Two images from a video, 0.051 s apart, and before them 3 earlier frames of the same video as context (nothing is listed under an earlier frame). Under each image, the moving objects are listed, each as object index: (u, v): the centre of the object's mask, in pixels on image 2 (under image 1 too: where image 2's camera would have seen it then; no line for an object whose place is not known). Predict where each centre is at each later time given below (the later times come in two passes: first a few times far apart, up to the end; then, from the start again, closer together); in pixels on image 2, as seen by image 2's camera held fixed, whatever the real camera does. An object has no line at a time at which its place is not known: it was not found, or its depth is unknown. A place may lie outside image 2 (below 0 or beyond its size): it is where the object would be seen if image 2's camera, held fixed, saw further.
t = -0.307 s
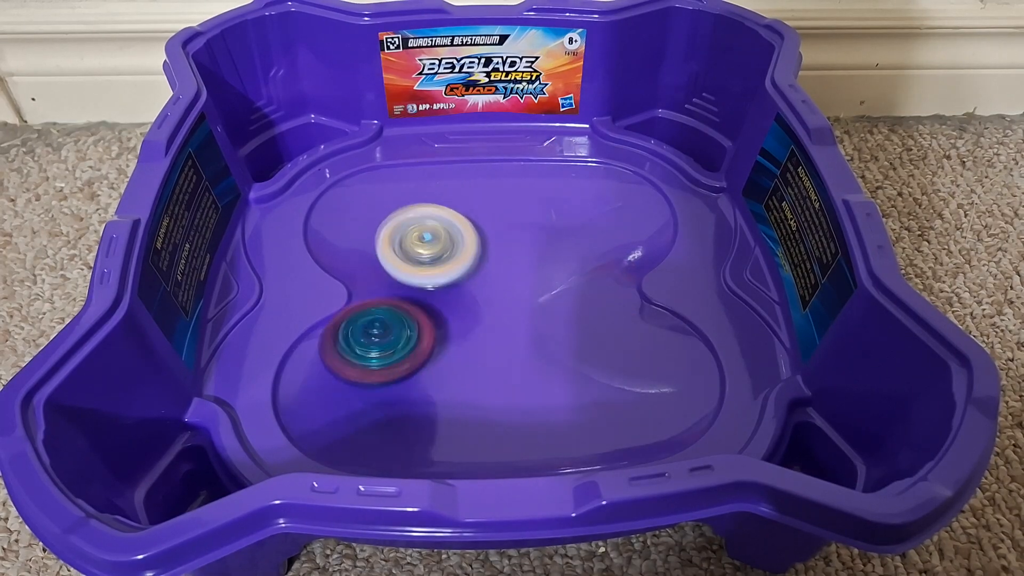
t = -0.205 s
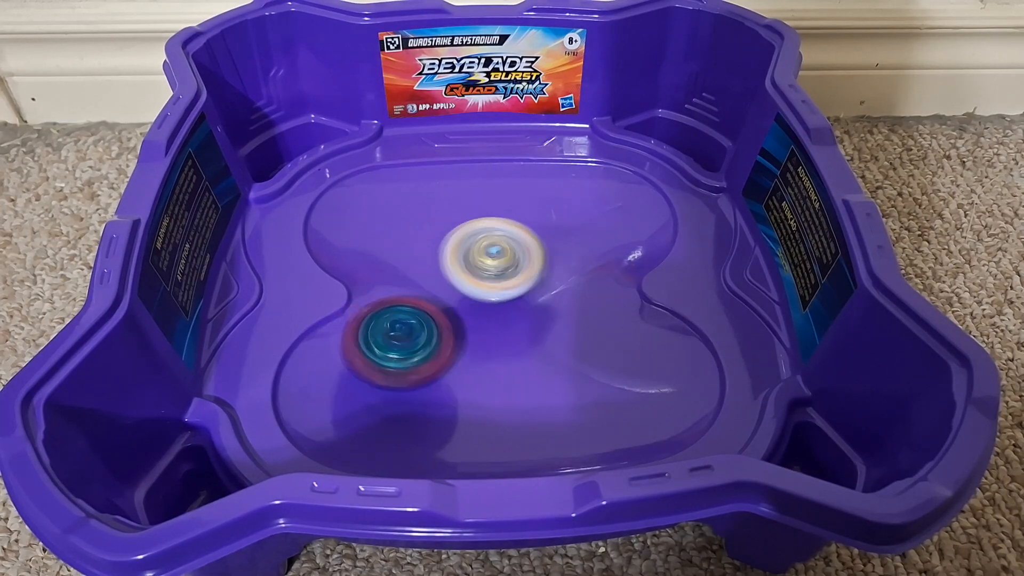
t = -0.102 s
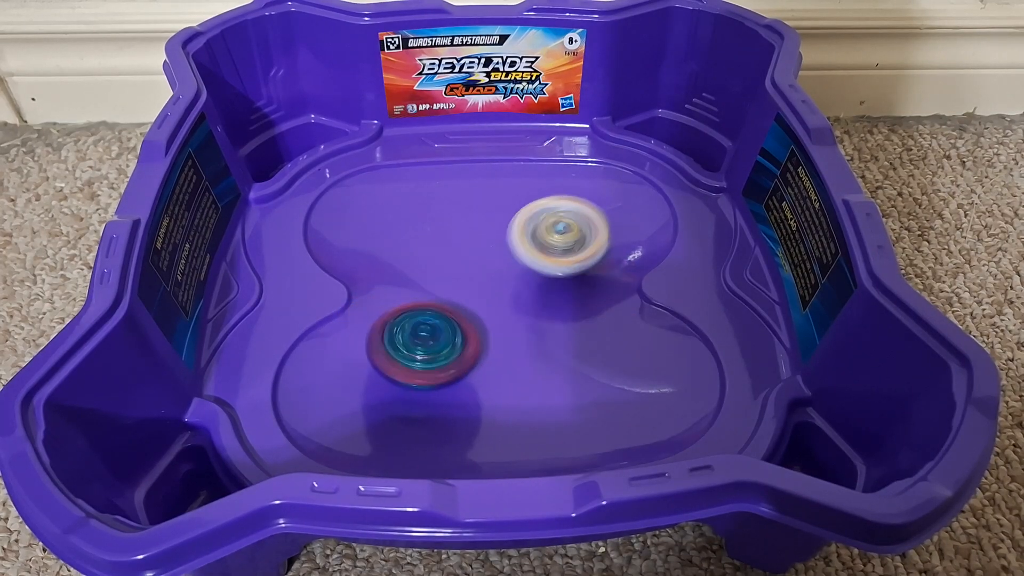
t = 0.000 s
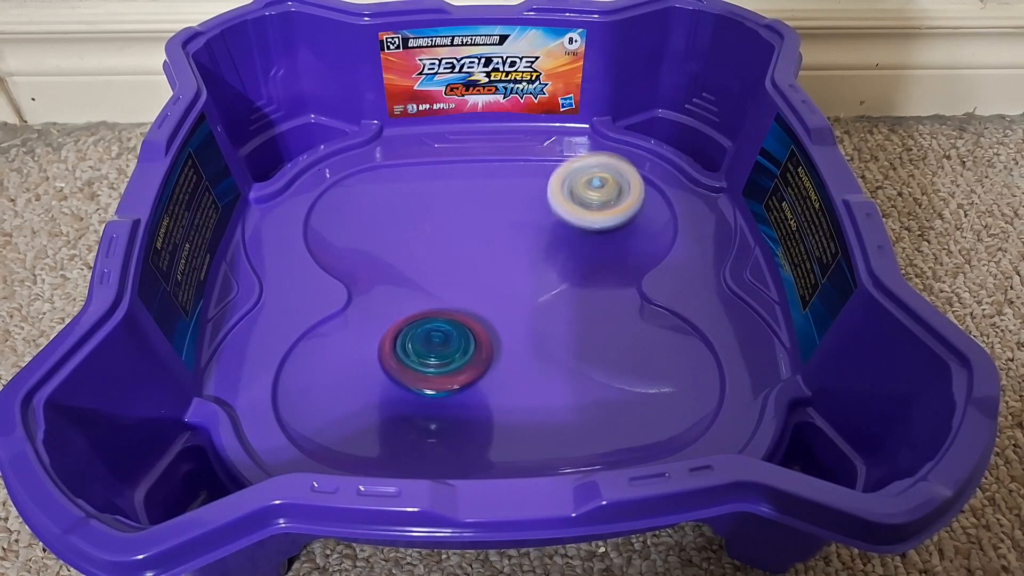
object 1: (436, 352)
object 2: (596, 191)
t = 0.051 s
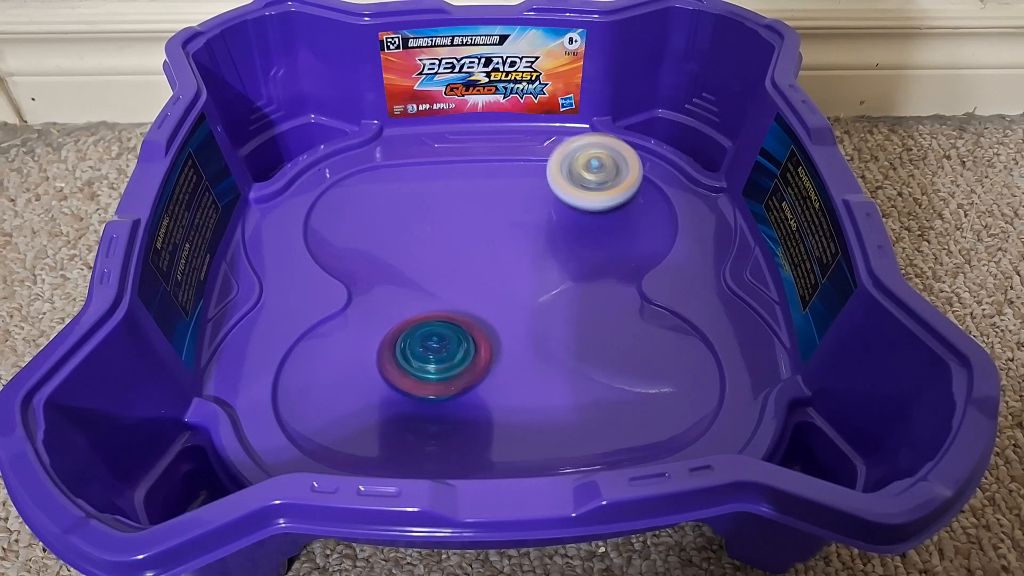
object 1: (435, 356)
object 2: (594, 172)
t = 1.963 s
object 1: (480, 333)
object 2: (482, 214)
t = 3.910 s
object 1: (438, 315)
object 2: (546, 253)
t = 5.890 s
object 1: (475, 319)
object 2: (524, 232)
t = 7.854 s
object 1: (452, 328)
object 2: (504, 250)
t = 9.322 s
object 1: (549, 321)
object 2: (461, 274)
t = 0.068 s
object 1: (436, 356)
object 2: (591, 168)
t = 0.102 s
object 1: (436, 356)
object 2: (582, 164)
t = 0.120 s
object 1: (435, 356)
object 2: (575, 163)
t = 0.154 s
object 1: (435, 354)
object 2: (558, 167)
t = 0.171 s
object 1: (436, 353)
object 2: (549, 170)
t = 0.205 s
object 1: (436, 350)
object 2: (531, 182)
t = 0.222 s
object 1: (437, 348)
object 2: (523, 189)
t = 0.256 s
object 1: (440, 344)
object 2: (511, 204)
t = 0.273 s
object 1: (444, 340)
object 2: (507, 213)
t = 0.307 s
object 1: (451, 334)
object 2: (501, 230)
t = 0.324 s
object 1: (454, 332)
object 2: (500, 238)
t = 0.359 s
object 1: (464, 331)
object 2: (502, 252)
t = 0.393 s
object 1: (467, 342)
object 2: (512, 254)
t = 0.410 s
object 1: (469, 346)
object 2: (518, 255)
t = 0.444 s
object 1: (470, 356)
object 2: (532, 255)
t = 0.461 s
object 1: (468, 360)
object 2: (541, 254)
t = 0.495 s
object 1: (466, 368)
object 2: (554, 249)
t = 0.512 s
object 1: (465, 371)
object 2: (560, 246)
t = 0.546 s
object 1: (459, 376)
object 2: (571, 236)
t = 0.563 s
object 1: (455, 378)
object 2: (575, 230)
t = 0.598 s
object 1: (448, 379)
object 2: (582, 217)
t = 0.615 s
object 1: (445, 378)
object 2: (583, 211)
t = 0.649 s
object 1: (439, 376)
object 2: (582, 201)
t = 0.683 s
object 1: (432, 373)
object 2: (576, 195)
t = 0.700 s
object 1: (431, 371)
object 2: (570, 194)
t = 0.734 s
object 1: (429, 364)
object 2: (559, 195)
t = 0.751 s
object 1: (429, 360)
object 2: (552, 196)
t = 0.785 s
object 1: (430, 351)
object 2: (536, 204)
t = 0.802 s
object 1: (430, 347)
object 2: (529, 209)
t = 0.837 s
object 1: (437, 337)
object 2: (516, 221)
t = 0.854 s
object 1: (442, 332)
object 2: (510, 228)
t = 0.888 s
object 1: (452, 322)
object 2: (504, 242)
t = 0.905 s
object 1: (455, 321)
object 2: (503, 247)
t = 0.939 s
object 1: (459, 325)
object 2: (509, 248)
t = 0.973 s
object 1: (465, 327)
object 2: (514, 247)
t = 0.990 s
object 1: (467, 326)
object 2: (519, 245)
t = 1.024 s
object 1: (472, 326)
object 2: (525, 243)
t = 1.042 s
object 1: (474, 325)
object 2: (529, 242)
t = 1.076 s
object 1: (480, 324)
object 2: (535, 239)
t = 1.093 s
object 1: (484, 323)
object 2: (538, 237)
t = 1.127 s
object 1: (491, 321)
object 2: (544, 235)
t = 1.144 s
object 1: (495, 320)
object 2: (548, 232)
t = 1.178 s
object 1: (503, 318)
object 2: (551, 229)
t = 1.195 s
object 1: (506, 315)
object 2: (554, 228)
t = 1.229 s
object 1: (515, 313)
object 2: (556, 226)
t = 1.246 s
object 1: (519, 312)
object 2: (557, 224)
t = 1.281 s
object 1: (528, 309)
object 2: (558, 223)
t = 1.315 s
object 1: (538, 308)
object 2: (558, 222)
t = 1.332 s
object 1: (543, 309)
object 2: (558, 221)
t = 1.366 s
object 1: (552, 310)
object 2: (557, 222)
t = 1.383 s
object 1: (558, 312)
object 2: (556, 222)
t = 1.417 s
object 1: (566, 318)
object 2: (554, 223)
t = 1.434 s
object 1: (570, 320)
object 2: (552, 225)
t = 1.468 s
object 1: (577, 329)
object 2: (550, 227)
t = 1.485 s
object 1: (578, 332)
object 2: (548, 230)
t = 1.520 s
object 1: (578, 339)
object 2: (546, 233)
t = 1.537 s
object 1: (575, 342)
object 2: (545, 235)
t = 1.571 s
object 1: (570, 344)
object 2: (543, 238)
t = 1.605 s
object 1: (561, 344)
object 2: (541, 243)
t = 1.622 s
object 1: (555, 343)
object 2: (541, 245)
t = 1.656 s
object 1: (543, 338)
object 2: (539, 249)
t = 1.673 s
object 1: (539, 336)
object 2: (537, 251)
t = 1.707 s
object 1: (529, 335)
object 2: (535, 250)
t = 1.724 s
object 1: (519, 334)
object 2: (532, 246)
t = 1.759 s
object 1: (511, 331)
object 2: (527, 243)
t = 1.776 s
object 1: (507, 330)
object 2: (524, 242)
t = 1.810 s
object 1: (501, 326)
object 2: (517, 242)
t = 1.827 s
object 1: (499, 325)
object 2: (514, 242)
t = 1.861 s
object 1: (494, 324)
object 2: (508, 242)
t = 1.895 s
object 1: (489, 327)
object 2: (502, 232)
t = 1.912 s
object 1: (488, 329)
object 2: (498, 227)
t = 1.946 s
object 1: (482, 331)
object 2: (488, 218)
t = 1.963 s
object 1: (480, 333)
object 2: (482, 214)
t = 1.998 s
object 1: (474, 334)
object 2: (468, 207)
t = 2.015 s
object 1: (473, 333)
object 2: (462, 205)
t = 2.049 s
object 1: (466, 333)
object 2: (445, 203)
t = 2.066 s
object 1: (464, 333)
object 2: (437, 204)
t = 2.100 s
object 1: (458, 331)
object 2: (422, 206)
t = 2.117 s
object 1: (455, 330)
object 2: (414, 209)
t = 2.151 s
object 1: (453, 327)
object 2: (402, 216)
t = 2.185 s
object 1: (450, 323)
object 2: (397, 224)
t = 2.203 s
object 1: (451, 320)
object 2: (396, 228)
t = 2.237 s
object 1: (452, 313)
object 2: (401, 238)
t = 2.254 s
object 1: (455, 312)
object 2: (406, 242)
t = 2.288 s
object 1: (474, 329)
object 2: (407, 234)
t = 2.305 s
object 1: (484, 336)
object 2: (405, 227)
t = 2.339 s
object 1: (499, 349)
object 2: (401, 215)
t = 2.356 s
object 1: (506, 354)
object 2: (398, 209)
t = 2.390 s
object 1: (515, 364)
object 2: (392, 198)
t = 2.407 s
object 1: (518, 367)
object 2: (388, 192)
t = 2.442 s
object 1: (524, 373)
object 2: (380, 182)
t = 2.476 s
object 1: (529, 378)
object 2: (372, 174)
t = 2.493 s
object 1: (533, 381)
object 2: (367, 171)
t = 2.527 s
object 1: (537, 384)
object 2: (358, 168)
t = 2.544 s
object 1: (539, 387)
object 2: (354, 168)
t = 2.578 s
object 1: (541, 387)
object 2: (348, 174)
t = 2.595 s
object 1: (544, 388)
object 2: (346, 180)
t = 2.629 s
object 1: (544, 385)
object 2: (349, 195)
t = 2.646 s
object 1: (545, 384)
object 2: (352, 201)
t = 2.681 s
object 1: (546, 379)
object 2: (367, 214)
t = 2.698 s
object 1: (548, 376)
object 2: (375, 218)
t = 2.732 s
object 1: (549, 369)
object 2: (396, 228)
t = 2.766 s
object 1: (553, 360)
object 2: (419, 233)
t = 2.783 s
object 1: (554, 355)
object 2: (429, 236)
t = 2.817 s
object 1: (559, 346)
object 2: (451, 238)
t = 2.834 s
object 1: (559, 342)
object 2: (461, 239)
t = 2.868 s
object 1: (563, 333)
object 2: (482, 239)
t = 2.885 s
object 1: (564, 329)
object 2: (493, 239)
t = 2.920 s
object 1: (569, 323)
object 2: (514, 241)
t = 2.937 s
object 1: (570, 319)
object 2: (525, 242)
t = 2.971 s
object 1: (578, 318)
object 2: (545, 240)
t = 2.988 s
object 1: (582, 322)
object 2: (553, 237)
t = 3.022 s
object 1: (591, 330)
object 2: (571, 230)
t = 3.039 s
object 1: (594, 333)
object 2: (579, 227)
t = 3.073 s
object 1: (598, 342)
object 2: (596, 220)
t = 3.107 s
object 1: (596, 349)
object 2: (612, 212)
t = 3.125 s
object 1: (595, 351)
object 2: (619, 208)
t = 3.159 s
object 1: (586, 354)
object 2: (632, 199)
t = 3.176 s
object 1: (583, 354)
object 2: (638, 195)
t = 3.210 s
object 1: (571, 352)
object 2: (644, 183)
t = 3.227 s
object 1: (566, 352)
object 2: (644, 179)
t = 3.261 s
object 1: (554, 347)
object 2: (638, 170)
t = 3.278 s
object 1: (549, 345)
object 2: (632, 168)
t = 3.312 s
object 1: (540, 339)
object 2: (614, 165)
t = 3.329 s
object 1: (535, 337)
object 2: (605, 167)
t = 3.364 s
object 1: (527, 329)
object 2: (586, 173)
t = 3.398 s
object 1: (521, 323)
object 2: (570, 184)
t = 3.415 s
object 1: (517, 318)
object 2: (563, 190)
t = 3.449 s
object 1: (511, 312)
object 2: (551, 205)
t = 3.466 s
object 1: (509, 308)
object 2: (546, 211)
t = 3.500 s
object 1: (504, 301)
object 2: (537, 225)
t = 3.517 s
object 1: (499, 303)
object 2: (537, 227)
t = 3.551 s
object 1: (485, 314)
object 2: (534, 226)
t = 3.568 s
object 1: (480, 316)
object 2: (533, 227)
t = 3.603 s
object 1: (468, 321)
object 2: (530, 229)
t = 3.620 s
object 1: (464, 323)
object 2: (529, 230)
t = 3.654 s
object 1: (453, 323)
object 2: (526, 233)
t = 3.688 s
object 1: (443, 323)
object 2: (523, 237)
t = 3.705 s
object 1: (438, 322)
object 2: (523, 241)
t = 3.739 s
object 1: (431, 320)
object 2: (521, 245)
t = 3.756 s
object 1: (427, 317)
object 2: (521, 247)
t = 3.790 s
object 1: (429, 314)
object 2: (520, 252)
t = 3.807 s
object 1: (431, 311)
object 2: (522, 256)
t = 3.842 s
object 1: (438, 308)
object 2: (521, 260)
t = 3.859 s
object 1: (439, 307)
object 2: (527, 260)
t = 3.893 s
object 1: (436, 313)
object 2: (539, 257)
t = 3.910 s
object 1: (438, 315)
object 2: (546, 253)
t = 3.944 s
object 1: (441, 321)
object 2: (560, 246)
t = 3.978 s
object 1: (444, 327)
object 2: (571, 237)
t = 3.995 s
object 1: (445, 330)
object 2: (576, 232)
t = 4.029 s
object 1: (449, 337)
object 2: (585, 222)
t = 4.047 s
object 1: (449, 340)
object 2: (589, 216)
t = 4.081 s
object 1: (450, 346)
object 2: (593, 206)
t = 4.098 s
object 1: (451, 349)
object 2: (593, 201)
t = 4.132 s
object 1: (450, 355)
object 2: (588, 193)
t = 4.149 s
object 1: (452, 358)
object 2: (584, 191)
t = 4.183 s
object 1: (451, 361)
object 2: (572, 190)
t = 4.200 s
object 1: (451, 363)
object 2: (565, 192)
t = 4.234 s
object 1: (451, 364)
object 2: (553, 197)
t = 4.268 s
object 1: (451, 365)
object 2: (544, 204)
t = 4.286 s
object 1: (451, 364)
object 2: (539, 209)
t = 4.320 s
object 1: (450, 362)
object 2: (533, 219)
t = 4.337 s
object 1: (451, 361)
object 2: (532, 226)
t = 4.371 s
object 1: (451, 357)
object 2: (530, 239)
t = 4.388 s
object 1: (452, 356)
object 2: (531, 244)
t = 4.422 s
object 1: (454, 350)
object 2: (535, 256)
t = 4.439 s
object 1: (455, 348)
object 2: (537, 261)
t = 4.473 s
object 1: (458, 341)
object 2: (542, 268)
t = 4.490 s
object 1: (460, 338)
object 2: (544, 271)
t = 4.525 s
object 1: (463, 333)
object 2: (547, 276)
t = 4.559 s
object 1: (459, 331)
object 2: (552, 273)
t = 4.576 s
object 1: (456, 330)
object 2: (556, 272)
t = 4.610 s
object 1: (453, 326)
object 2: (559, 268)
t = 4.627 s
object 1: (452, 324)
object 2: (559, 266)
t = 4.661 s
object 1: (452, 319)
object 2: (560, 262)
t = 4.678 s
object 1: (450, 317)
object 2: (558, 260)
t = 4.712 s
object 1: (451, 313)
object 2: (556, 256)
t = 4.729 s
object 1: (452, 309)
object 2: (555, 253)
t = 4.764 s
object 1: (453, 304)
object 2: (551, 248)
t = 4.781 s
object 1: (454, 302)
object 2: (547, 247)
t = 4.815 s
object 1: (460, 296)
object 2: (539, 244)
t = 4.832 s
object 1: (460, 296)
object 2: (537, 242)
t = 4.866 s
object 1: (461, 296)
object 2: (534, 237)
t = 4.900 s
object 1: (463, 296)
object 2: (531, 235)
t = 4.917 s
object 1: (465, 296)
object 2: (528, 233)
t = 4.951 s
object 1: (465, 299)
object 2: (525, 229)
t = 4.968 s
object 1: (464, 302)
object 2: (524, 225)
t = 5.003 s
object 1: (463, 306)
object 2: (521, 218)
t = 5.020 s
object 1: (462, 308)
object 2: (520, 216)
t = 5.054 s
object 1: (461, 313)
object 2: (516, 213)
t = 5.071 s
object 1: (460, 316)
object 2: (513, 212)
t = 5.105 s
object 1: (458, 321)
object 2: (510, 211)
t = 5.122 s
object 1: (458, 322)
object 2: (508, 210)
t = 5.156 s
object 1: (456, 327)
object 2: (504, 211)
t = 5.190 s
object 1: (455, 330)
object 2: (502, 213)
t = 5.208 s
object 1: (453, 333)
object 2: (499, 214)
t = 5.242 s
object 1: (449, 337)
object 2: (497, 218)
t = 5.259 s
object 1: (448, 337)
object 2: (495, 219)
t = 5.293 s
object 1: (444, 340)
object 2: (492, 224)
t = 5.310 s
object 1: (444, 340)
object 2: (491, 231)
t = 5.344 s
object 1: (441, 340)
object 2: (490, 236)
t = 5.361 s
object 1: (439, 341)
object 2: (490, 241)
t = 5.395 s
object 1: (438, 339)
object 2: (490, 248)
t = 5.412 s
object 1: (437, 338)
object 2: (492, 252)
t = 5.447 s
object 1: (440, 336)
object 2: (495, 261)
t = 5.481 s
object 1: (436, 337)
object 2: (504, 267)
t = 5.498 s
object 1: (437, 337)
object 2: (510, 269)
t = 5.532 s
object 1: (435, 336)
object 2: (521, 271)
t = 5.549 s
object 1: (434, 335)
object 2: (526, 270)
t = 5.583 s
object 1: (437, 333)
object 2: (536, 268)
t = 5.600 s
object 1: (437, 332)
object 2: (542, 266)
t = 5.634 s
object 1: (438, 332)
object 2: (550, 259)
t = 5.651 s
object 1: (440, 330)
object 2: (553, 256)
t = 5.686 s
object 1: (444, 328)
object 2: (559, 247)
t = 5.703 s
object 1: (446, 327)
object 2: (561, 242)
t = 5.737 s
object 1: (451, 325)
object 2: (560, 235)
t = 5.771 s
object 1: (456, 324)
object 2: (555, 230)
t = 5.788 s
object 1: (460, 323)
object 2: (551, 228)
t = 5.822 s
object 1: (463, 321)
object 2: (542, 227)
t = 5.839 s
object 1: (467, 321)
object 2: (538, 228)
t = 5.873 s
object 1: (472, 319)
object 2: (530, 230)
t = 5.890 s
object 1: (475, 319)
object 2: (524, 232)
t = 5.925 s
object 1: (482, 317)
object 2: (517, 236)
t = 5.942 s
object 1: (483, 316)
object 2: (513, 238)
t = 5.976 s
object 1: (487, 319)
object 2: (508, 239)
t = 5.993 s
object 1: (490, 321)
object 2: (507, 238)
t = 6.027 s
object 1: (494, 326)
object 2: (504, 235)
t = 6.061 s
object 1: (499, 330)
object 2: (499, 233)
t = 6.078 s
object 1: (500, 331)
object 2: (498, 232)
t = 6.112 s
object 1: (502, 333)
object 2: (494, 231)
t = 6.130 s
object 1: (504, 334)
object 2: (493, 231)
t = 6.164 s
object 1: (505, 336)
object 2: (489, 231)
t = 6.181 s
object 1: (506, 336)
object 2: (488, 231)
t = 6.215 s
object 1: (509, 336)
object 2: (484, 232)
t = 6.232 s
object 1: (509, 336)
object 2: (483, 233)
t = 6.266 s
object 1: (510, 336)
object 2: (480, 235)
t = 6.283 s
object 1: (513, 336)
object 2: (479, 236)
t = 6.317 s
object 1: (513, 334)
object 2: (475, 239)
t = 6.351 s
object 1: (516, 333)
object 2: (474, 243)
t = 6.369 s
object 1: (517, 330)
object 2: (472, 245)
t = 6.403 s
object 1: (519, 328)
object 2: (470, 249)
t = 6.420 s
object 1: (521, 326)
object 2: (468, 251)
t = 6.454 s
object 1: (523, 322)
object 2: (468, 255)
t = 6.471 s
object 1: (526, 323)
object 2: (466, 256)
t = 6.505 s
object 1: (535, 324)
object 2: (459, 253)
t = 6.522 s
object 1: (537, 323)
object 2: (454, 252)
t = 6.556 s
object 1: (541, 323)
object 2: (446, 251)
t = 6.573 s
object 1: (544, 322)
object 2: (442, 250)
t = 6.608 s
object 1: (550, 321)
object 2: (439, 250)
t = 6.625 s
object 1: (552, 321)
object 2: (436, 251)
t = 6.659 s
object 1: (558, 321)
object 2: (434, 251)
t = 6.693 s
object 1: (560, 320)
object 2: (433, 252)
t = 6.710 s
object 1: (561, 320)
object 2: (435, 253)
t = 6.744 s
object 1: (565, 320)
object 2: (436, 254)
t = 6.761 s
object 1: (564, 321)
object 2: (439, 255)
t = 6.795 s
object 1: (566, 322)
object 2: (442, 257)
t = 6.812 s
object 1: (566, 322)
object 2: (444, 257)
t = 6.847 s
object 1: (564, 323)
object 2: (451, 256)
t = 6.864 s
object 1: (562, 324)
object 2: (452, 256)
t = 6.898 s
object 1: (560, 323)
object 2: (460, 255)
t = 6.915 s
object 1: (557, 324)
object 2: (461, 255)
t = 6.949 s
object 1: (552, 324)
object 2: (467, 254)
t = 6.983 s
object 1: (545, 322)
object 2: (473, 253)
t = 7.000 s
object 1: (541, 321)
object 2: (475, 251)
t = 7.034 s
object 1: (536, 321)
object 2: (481, 248)
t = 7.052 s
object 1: (535, 321)
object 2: (481, 246)
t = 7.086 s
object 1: (531, 321)
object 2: (484, 242)
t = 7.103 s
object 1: (529, 323)
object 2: (484, 240)
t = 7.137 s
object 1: (527, 321)
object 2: (486, 237)
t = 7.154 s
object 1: (523, 322)
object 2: (486, 236)
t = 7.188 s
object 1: (519, 322)
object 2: (487, 233)
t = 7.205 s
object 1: (518, 321)
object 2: (488, 233)
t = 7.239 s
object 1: (512, 319)
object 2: (489, 232)
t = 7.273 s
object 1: (508, 318)
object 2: (489, 232)
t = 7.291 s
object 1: (507, 317)
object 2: (489, 231)
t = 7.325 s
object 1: (502, 315)
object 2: (491, 232)
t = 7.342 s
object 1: (501, 314)
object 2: (491, 233)
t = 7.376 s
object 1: (499, 315)
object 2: (493, 232)
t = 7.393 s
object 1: (499, 317)
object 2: (494, 230)
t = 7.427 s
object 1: (496, 321)
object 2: (493, 226)
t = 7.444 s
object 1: (495, 323)
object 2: (493, 224)
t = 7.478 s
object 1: (493, 328)
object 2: (494, 222)
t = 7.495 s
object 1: (492, 330)
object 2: (493, 220)
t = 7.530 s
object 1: (489, 335)
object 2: (494, 220)
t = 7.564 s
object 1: (486, 338)
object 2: (493, 218)
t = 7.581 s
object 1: (483, 340)
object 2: (494, 219)
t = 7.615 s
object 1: (478, 342)
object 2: (493, 220)
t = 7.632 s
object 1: (476, 343)
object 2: (493, 221)
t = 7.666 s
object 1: (470, 343)
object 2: (493, 223)
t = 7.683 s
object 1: (469, 343)
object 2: (493, 225)
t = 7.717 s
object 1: (465, 342)
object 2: (494, 229)
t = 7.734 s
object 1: (463, 340)
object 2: (493, 230)
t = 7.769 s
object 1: (458, 337)
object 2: (497, 236)
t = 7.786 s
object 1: (455, 337)
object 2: (497, 239)
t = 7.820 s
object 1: (455, 333)
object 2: (498, 244)
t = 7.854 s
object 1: (452, 328)
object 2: (504, 250)
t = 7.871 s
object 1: (451, 326)
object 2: (505, 254)
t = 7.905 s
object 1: (449, 327)
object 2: (515, 258)
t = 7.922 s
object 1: (448, 327)
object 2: (519, 259)
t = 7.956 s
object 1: (448, 325)
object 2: (528, 259)
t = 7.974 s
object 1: (447, 325)
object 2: (533, 260)
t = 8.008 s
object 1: (446, 324)
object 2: (540, 259)
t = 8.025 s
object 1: (446, 323)
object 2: (543, 257)
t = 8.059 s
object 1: (444, 322)
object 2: (550, 253)
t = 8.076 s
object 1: (445, 322)
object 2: (553, 251)
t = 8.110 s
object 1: (446, 321)
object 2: (556, 245)
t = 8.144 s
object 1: (449, 320)
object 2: (557, 241)
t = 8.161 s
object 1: (450, 319)
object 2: (557, 239)
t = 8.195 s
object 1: (453, 318)
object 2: (555, 237)
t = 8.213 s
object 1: (456, 318)
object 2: (551, 235)
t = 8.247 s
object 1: (458, 317)
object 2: (549, 233)
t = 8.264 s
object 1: (460, 317)
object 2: (546, 233)
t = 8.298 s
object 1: (465, 316)
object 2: (538, 232)
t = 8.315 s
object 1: (466, 315)
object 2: (535, 233)
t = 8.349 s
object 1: (470, 315)
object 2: (529, 235)
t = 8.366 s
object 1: (472, 314)
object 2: (524, 236)
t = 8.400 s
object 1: (477, 312)
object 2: (518, 239)
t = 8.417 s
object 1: (479, 314)
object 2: (515, 239)
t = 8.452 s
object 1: (482, 318)
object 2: (513, 236)
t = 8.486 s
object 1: (486, 320)
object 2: (510, 233)
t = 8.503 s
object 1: (486, 320)
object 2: (509, 232)
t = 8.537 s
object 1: (485, 321)
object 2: (506, 231)
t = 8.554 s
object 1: (487, 322)
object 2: (505, 230)
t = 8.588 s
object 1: (490, 321)
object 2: (502, 231)
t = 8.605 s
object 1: (491, 321)
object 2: (500, 231)
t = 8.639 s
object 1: (493, 321)
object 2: (499, 231)
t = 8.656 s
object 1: (495, 321)
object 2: (498, 232)
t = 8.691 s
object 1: (499, 319)
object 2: (495, 233)
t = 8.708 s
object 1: (499, 318)
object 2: (494, 235)
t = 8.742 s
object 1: (500, 317)
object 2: (490, 237)
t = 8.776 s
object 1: (505, 316)
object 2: (490, 238)
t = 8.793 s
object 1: (508, 316)
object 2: (490, 238)
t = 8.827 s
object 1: (512, 316)
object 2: (487, 238)
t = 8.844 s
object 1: (515, 317)
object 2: (484, 237)
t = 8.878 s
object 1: (521, 317)
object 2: (483, 236)
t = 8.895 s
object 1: (524, 316)
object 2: (480, 236)
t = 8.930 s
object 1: (529, 317)
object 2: (475, 236)
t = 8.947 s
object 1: (532, 317)
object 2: (473, 236)
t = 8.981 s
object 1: (538, 317)
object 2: (469, 237)
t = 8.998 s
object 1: (539, 317)
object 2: (469, 238)
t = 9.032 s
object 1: (542, 318)
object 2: (464, 241)
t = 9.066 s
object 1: (547, 318)
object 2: (462, 243)
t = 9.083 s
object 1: (548, 318)
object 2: (462, 245)
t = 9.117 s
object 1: (548, 318)
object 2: (458, 249)
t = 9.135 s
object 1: (550, 319)
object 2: (456, 250)
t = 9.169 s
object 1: (552, 320)
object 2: (458, 253)
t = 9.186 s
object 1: (551, 320)
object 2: (457, 257)
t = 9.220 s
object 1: (551, 319)
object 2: (455, 261)
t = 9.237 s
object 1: (551, 319)
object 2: (455, 263)
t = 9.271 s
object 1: (549, 321)
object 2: (458, 268)
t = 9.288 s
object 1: (549, 321)
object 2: (460, 272)
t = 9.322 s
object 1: (549, 321)
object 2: (461, 274)
